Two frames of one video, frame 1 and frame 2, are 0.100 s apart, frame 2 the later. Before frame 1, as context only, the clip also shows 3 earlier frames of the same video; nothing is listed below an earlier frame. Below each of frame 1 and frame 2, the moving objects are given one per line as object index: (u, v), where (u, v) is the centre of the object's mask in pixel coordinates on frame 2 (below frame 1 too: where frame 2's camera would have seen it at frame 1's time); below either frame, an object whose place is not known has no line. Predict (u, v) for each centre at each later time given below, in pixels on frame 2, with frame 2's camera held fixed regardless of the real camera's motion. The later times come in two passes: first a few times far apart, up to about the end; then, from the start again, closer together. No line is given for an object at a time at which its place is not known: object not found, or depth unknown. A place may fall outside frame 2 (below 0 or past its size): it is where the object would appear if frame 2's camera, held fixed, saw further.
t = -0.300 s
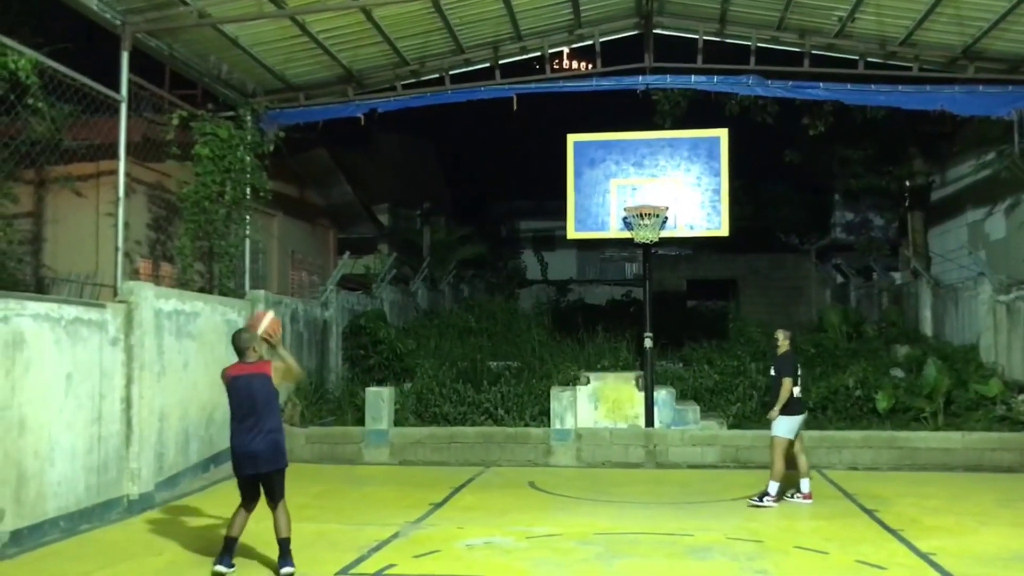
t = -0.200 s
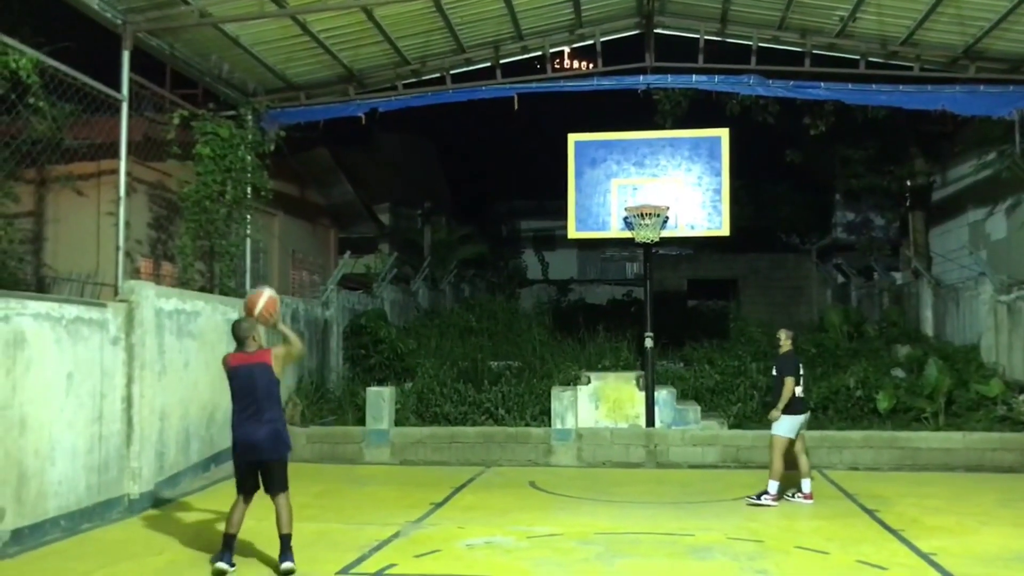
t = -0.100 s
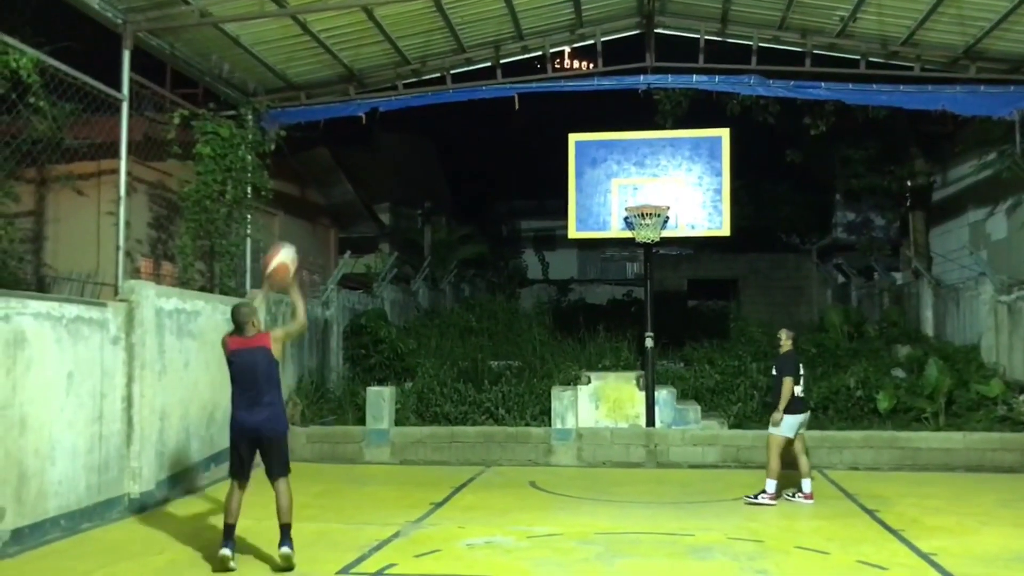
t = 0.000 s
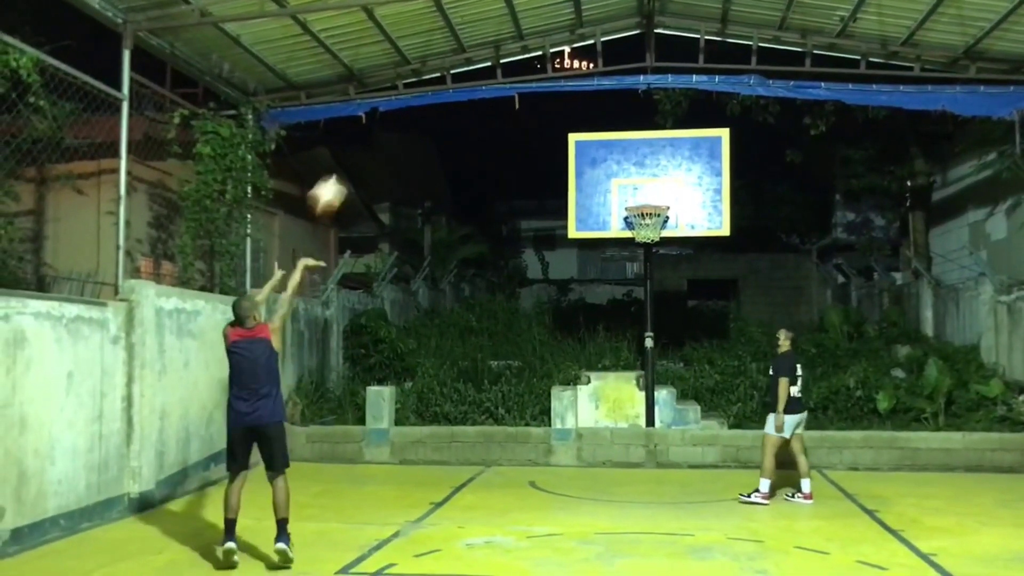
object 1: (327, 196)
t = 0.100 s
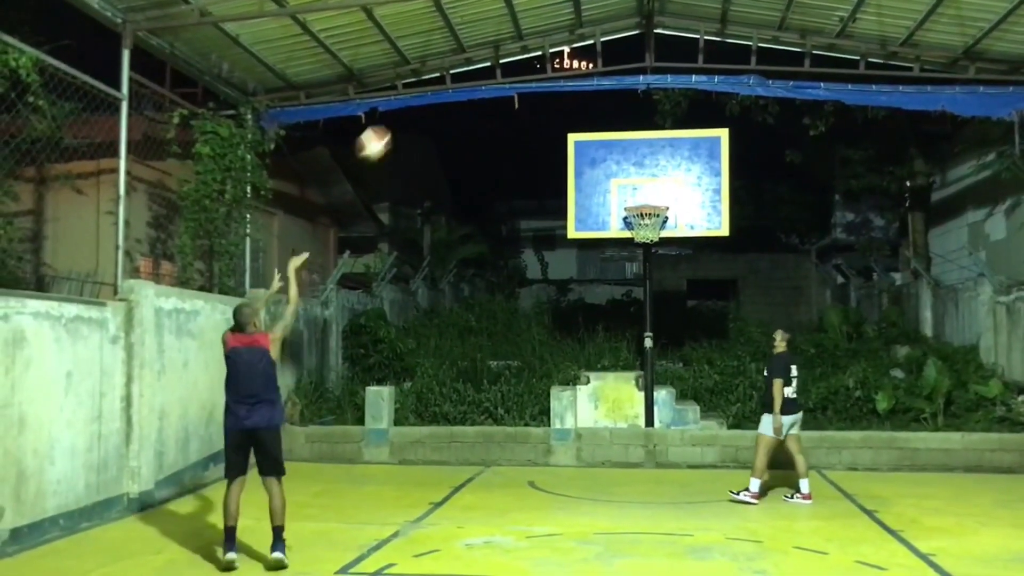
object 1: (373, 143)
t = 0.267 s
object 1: (440, 92)
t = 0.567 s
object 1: (535, 88)
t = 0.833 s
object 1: (603, 152)
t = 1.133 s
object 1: (658, 213)
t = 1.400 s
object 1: (646, 230)
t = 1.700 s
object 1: (640, 287)
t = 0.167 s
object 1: (402, 118)
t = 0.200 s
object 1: (415, 108)
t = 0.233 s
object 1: (427, 100)
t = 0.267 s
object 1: (440, 92)
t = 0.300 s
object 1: (452, 86)
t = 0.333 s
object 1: (463, 82)
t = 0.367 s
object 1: (475, 79)
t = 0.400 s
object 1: (485, 77)
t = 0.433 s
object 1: (495, 77)
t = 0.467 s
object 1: (506, 78)
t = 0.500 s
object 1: (516, 79)
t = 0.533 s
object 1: (525, 83)
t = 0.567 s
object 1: (535, 88)
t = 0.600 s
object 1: (545, 93)
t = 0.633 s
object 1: (553, 99)
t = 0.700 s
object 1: (570, 112)
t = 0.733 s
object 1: (579, 120)
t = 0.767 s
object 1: (586, 128)
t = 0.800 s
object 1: (595, 139)
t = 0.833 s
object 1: (603, 152)
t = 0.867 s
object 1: (610, 163)
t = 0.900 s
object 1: (617, 176)
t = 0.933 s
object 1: (625, 190)
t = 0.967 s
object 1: (631, 199)
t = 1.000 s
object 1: (638, 200)
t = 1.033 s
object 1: (644, 204)
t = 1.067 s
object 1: (649, 206)
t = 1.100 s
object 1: (652, 207)
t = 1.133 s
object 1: (658, 213)
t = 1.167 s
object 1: (658, 216)
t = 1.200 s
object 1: (658, 217)
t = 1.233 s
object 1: (657, 216)
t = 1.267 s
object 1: (657, 217)
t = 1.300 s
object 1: (655, 215)
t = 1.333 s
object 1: (654, 216)
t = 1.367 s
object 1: (655, 216)
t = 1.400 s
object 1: (646, 230)
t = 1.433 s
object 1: (643, 238)
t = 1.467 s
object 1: (642, 241)
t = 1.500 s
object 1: (641, 246)
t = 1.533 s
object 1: (641, 249)
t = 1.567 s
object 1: (641, 254)
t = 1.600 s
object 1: (641, 260)
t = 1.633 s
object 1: (641, 268)
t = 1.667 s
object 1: (641, 277)
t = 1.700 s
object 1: (640, 287)
